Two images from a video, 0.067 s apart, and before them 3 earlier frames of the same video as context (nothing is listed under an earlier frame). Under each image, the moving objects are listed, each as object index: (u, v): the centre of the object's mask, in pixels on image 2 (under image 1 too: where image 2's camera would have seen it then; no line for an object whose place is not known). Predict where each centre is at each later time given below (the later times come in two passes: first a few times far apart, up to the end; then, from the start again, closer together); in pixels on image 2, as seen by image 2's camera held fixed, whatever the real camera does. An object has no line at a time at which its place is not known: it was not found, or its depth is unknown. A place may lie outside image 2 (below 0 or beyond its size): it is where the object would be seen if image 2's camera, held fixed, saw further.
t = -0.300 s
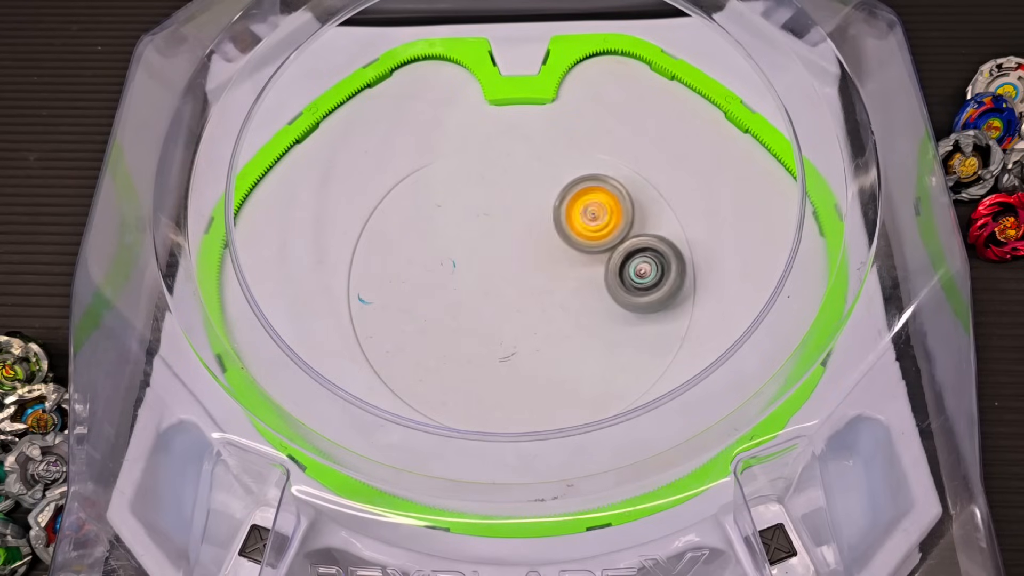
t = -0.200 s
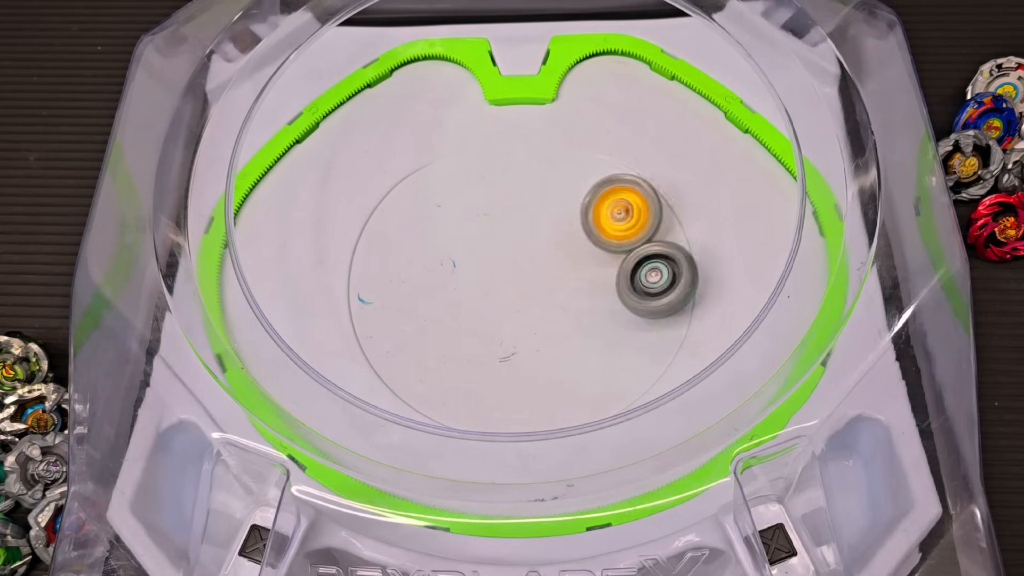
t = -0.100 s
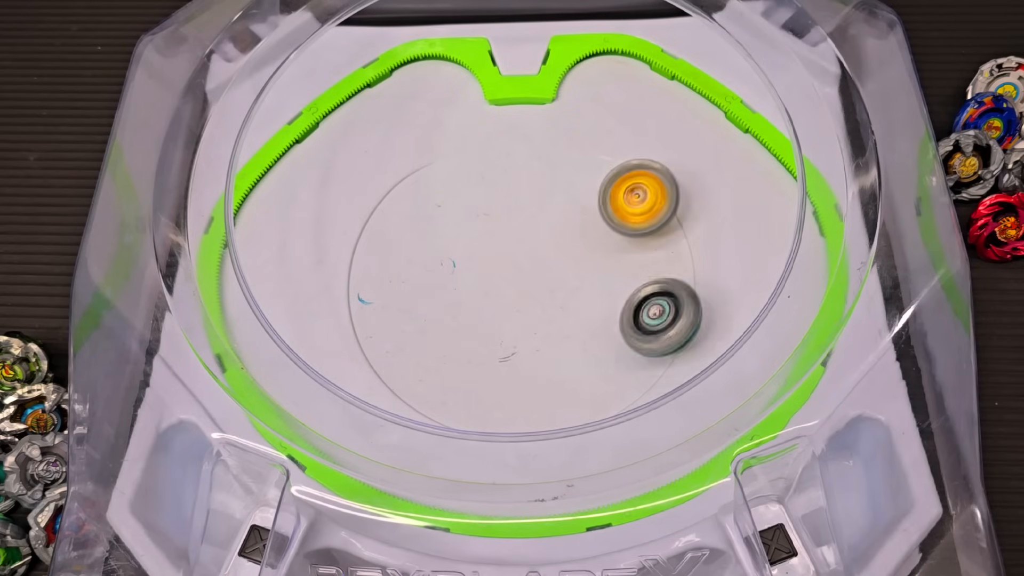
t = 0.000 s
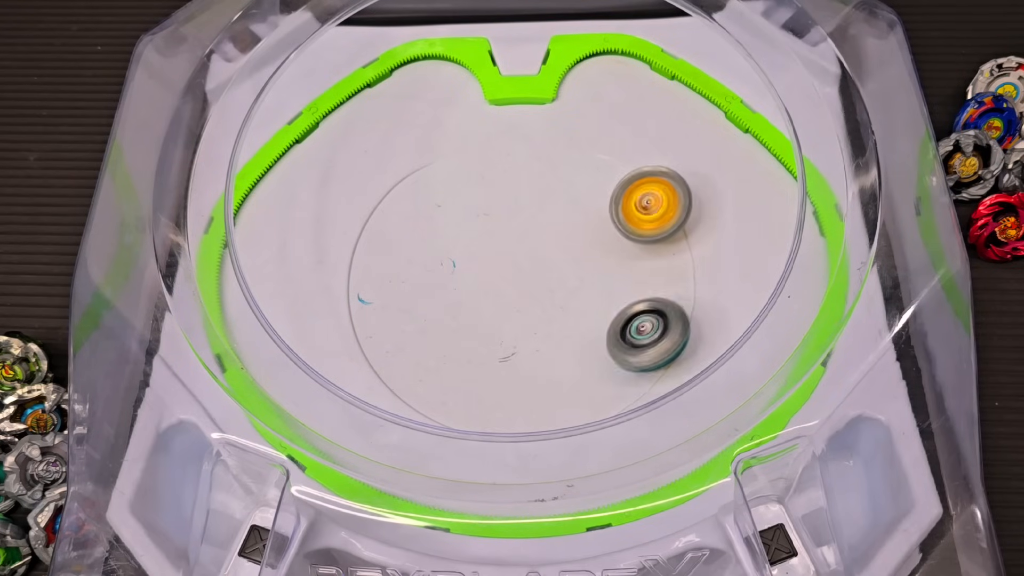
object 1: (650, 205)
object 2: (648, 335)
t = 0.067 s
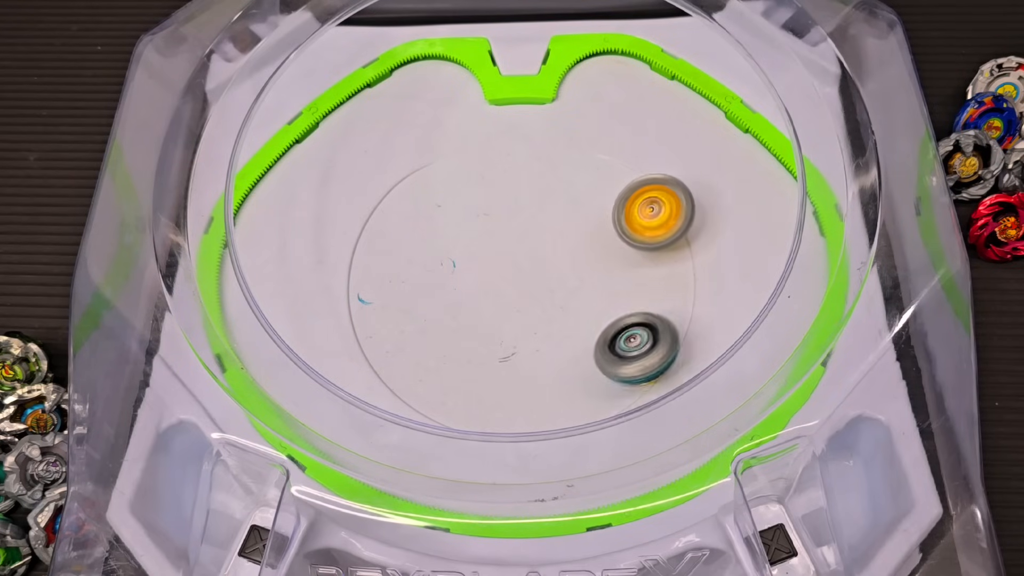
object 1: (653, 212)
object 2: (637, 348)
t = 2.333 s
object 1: (581, 260)
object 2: (421, 266)
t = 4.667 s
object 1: (427, 276)
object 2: (630, 267)
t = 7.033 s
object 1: (554, 322)
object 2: (490, 175)
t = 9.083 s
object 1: (490, 227)
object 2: (509, 345)
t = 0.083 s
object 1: (654, 215)
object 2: (634, 351)
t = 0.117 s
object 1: (653, 220)
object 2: (625, 356)
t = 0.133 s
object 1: (653, 222)
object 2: (621, 358)
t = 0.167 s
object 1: (651, 229)
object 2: (611, 361)
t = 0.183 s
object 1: (650, 231)
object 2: (606, 362)
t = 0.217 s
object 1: (647, 237)
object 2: (596, 363)
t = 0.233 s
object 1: (645, 240)
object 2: (591, 363)
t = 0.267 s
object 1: (641, 247)
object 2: (580, 362)
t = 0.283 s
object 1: (638, 250)
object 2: (575, 361)
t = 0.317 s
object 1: (632, 256)
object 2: (565, 357)
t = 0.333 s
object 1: (629, 260)
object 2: (560, 356)
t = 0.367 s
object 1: (623, 265)
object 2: (551, 351)
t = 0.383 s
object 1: (619, 269)
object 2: (546, 348)
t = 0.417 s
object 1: (611, 274)
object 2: (537, 341)
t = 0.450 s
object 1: (603, 279)
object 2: (528, 334)
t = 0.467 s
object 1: (598, 282)
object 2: (523, 329)
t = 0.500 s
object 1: (588, 286)
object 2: (516, 320)
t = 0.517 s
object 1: (585, 287)
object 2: (512, 316)
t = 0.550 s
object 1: (582, 289)
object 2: (504, 306)
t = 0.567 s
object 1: (579, 289)
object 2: (501, 301)
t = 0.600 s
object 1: (577, 290)
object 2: (494, 291)
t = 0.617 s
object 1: (575, 290)
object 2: (491, 286)
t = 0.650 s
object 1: (570, 291)
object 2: (488, 273)
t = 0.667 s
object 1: (566, 292)
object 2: (488, 269)
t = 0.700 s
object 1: (559, 293)
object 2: (487, 257)
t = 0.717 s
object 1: (556, 293)
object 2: (487, 251)
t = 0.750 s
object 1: (549, 294)
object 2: (488, 239)
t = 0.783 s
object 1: (542, 293)
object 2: (490, 229)
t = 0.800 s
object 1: (538, 293)
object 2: (491, 224)
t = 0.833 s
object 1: (530, 292)
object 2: (494, 213)
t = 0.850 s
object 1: (527, 292)
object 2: (496, 208)
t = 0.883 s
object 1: (520, 291)
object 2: (501, 199)
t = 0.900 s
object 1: (516, 290)
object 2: (503, 195)
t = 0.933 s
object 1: (510, 288)
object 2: (509, 187)
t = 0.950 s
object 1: (506, 287)
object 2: (512, 184)
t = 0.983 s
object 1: (500, 285)
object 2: (518, 178)
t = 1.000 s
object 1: (497, 284)
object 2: (522, 175)
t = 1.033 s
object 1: (491, 282)
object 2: (529, 171)
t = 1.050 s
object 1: (488, 280)
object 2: (532, 169)
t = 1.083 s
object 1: (482, 278)
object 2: (540, 166)
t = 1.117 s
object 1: (477, 274)
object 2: (548, 165)
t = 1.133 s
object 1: (475, 273)
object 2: (552, 164)
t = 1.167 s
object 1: (470, 270)
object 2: (560, 164)
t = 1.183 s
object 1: (468, 268)
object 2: (563, 164)
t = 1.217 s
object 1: (465, 265)
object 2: (571, 166)
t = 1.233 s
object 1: (463, 263)
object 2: (575, 168)
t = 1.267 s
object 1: (460, 259)
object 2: (581, 172)
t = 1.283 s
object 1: (459, 258)
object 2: (585, 174)
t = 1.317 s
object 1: (458, 255)
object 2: (590, 179)
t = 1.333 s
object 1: (457, 253)
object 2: (592, 182)
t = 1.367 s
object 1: (457, 250)
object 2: (597, 189)
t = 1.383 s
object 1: (457, 249)
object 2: (599, 193)
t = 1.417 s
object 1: (457, 246)
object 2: (601, 201)
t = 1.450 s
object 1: (458, 244)
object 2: (603, 210)
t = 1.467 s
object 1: (458, 242)
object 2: (603, 214)
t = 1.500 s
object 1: (460, 240)
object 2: (603, 223)
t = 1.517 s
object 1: (461, 238)
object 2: (603, 228)
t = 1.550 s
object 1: (464, 236)
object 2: (601, 237)
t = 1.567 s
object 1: (465, 235)
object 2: (600, 242)
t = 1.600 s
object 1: (469, 233)
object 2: (597, 252)
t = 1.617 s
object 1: (471, 233)
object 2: (595, 257)
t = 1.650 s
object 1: (476, 231)
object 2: (590, 266)
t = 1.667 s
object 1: (478, 231)
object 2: (586, 271)
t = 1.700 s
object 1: (483, 229)
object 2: (579, 280)
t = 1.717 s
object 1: (485, 229)
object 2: (576, 284)
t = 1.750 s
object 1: (491, 229)
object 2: (567, 292)
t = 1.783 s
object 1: (496, 229)
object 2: (557, 300)
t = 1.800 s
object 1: (499, 228)
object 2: (551, 303)
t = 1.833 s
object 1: (504, 228)
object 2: (540, 309)
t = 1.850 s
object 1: (507, 229)
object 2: (535, 311)
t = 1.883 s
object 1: (513, 229)
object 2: (524, 315)
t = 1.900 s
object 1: (516, 230)
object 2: (518, 317)
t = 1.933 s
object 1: (522, 231)
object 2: (506, 319)
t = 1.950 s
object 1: (525, 232)
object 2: (499, 318)
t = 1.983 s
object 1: (531, 233)
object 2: (488, 320)
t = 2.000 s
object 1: (534, 234)
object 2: (483, 318)
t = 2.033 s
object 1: (540, 236)
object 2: (472, 317)
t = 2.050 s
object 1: (542, 237)
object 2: (467, 315)
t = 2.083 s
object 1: (548, 239)
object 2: (458, 312)
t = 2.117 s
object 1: (553, 241)
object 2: (449, 308)
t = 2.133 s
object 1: (556, 243)
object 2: (446, 306)
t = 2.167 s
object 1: (561, 246)
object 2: (439, 300)
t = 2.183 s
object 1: (563, 247)
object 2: (435, 297)
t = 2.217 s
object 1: (568, 250)
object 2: (429, 291)
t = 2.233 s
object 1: (570, 251)
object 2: (428, 288)
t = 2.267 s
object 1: (574, 254)
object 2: (424, 281)
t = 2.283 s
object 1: (576, 256)
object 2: (423, 277)
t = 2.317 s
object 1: (579, 259)
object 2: (421, 269)
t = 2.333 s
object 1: (581, 260)
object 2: (421, 266)
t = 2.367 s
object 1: (584, 263)
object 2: (421, 258)
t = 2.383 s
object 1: (585, 265)
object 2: (422, 254)
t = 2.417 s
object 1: (588, 268)
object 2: (425, 247)
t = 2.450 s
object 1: (589, 271)
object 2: (428, 241)
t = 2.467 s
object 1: (589, 273)
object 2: (431, 238)
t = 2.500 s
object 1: (590, 275)
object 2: (436, 232)
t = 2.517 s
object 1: (589, 277)
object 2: (439, 229)
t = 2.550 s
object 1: (589, 279)
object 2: (446, 224)
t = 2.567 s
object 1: (588, 281)
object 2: (449, 222)
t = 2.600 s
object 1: (586, 284)
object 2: (457, 218)
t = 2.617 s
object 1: (586, 285)
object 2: (461, 216)
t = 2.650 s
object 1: (583, 287)
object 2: (471, 214)
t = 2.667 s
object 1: (581, 289)
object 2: (475, 213)
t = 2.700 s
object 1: (578, 291)
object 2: (485, 212)
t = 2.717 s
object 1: (576, 292)
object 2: (490, 212)
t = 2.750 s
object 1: (572, 294)
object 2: (500, 213)
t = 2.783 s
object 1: (568, 295)
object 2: (510, 214)
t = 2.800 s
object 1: (565, 296)
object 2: (516, 214)
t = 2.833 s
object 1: (560, 297)
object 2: (526, 218)
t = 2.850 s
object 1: (558, 297)
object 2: (531, 220)
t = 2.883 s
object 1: (552, 298)
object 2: (541, 224)
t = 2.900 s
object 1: (549, 298)
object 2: (546, 226)
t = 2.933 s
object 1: (544, 299)
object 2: (556, 230)
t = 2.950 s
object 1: (537, 305)
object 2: (563, 230)
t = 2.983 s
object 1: (523, 321)
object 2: (570, 222)
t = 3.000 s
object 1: (518, 326)
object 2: (574, 221)
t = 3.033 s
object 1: (510, 331)
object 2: (577, 220)
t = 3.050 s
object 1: (507, 332)
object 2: (579, 222)
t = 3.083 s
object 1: (501, 335)
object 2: (582, 229)
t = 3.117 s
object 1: (495, 338)
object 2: (584, 238)
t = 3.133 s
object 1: (492, 339)
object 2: (585, 242)
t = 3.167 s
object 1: (487, 340)
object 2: (585, 251)
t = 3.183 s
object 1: (484, 340)
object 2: (585, 255)
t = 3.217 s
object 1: (479, 340)
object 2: (583, 264)
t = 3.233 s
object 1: (477, 340)
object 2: (582, 268)
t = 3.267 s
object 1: (472, 339)
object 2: (579, 277)
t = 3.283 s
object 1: (470, 337)
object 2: (577, 281)
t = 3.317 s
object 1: (466, 335)
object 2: (571, 289)
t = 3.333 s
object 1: (464, 334)
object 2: (569, 292)
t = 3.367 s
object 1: (461, 331)
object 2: (562, 300)
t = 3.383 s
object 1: (459, 328)
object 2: (558, 303)
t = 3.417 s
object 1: (457, 324)
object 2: (550, 309)
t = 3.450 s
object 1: (455, 319)
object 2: (542, 314)
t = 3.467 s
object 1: (443, 314)
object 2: (548, 318)
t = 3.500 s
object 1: (418, 303)
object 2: (561, 318)
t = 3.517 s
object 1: (408, 298)
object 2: (568, 320)
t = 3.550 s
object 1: (395, 288)
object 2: (575, 319)
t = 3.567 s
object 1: (391, 285)
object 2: (577, 319)
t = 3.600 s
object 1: (388, 279)
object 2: (577, 320)
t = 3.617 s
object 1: (385, 277)
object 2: (574, 320)
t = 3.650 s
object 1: (381, 271)
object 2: (569, 317)
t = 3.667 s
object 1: (379, 267)
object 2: (566, 315)
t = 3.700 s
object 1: (378, 261)
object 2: (561, 310)
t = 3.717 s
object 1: (377, 258)
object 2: (558, 308)
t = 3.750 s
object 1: (377, 251)
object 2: (554, 302)
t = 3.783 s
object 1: (378, 245)
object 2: (550, 296)
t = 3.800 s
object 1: (380, 242)
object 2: (548, 292)
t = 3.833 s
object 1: (383, 236)
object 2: (544, 285)
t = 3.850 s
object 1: (385, 233)
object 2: (543, 283)
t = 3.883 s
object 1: (390, 228)
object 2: (540, 275)
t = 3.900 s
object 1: (393, 226)
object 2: (539, 272)
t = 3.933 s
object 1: (399, 223)
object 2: (538, 265)
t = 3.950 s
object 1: (403, 221)
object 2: (537, 261)
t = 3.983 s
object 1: (410, 218)
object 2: (537, 254)
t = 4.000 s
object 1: (414, 217)
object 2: (536, 250)
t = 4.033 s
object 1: (422, 215)
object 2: (536, 244)
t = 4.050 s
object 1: (427, 214)
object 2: (537, 240)
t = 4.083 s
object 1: (436, 214)
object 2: (537, 233)
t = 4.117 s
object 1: (446, 214)
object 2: (539, 227)
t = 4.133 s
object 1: (451, 214)
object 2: (540, 224)
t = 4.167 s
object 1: (461, 215)
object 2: (543, 219)
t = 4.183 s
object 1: (453, 212)
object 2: (557, 217)
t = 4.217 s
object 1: (423, 204)
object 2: (595, 218)
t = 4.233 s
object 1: (413, 203)
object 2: (609, 217)
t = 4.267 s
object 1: (398, 199)
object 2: (634, 219)
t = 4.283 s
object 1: (395, 198)
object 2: (641, 219)
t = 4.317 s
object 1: (394, 198)
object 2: (652, 219)
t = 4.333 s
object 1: (395, 200)
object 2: (656, 218)
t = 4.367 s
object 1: (398, 207)
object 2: (664, 215)
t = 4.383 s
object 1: (399, 210)
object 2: (667, 217)
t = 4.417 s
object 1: (400, 218)
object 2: (662, 221)
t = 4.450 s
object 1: (403, 225)
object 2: (656, 226)
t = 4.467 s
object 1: (404, 229)
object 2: (653, 228)
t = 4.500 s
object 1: (407, 237)
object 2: (647, 233)
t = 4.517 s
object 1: (409, 241)
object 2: (644, 235)
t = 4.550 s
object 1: (413, 248)
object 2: (640, 240)
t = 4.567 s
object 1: (415, 253)
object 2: (638, 242)
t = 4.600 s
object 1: (419, 261)
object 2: (635, 249)
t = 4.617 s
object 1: (421, 265)
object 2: (635, 252)
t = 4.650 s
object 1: (425, 272)
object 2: (632, 262)
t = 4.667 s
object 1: (427, 276)
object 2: (630, 267)
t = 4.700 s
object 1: (432, 284)
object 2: (624, 276)
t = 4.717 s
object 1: (434, 288)
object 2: (620, 279)
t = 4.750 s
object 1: (438, 296)
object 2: (612, 287)
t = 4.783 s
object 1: (443, 304)
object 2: (603, 293)
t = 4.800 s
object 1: (446, 307)
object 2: (597, 296)
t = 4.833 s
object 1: (451, 314)
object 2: (586, 300)
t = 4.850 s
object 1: (453, 318)
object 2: (581, 301)
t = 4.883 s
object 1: (458, 326)
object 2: (569, 304)
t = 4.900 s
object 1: (460, 328)
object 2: (563, 305)
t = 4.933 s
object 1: (465, 335)
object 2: (551, 305)
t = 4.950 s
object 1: (468, 338)
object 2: (546, 304)
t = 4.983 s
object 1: (473, 345)
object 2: (534, 302)
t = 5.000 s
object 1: (475, 347)
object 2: (530, 300)
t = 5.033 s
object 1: (480, 353)
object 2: (519, 296)
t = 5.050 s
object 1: (483, 356)
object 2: (514, 293)
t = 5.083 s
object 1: (489, 361)
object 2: (504, 287)
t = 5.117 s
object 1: (495, 365)
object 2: (496, 281)
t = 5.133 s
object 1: (497, 367)
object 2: (493, 277)
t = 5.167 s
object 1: (502, 370)
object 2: (487, 268)
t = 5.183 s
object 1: (506, 372)
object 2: (485, 264)
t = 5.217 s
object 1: (511, 374)
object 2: (482, 254)
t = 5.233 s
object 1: (514, 375)
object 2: (480, 249)
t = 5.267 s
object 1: (519, 376)
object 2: (479, 240)
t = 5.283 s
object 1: (522, 376)
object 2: (479, 235)
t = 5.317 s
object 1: (527, 375)
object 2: (479, 225)
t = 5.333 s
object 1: (529, 375)
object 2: (480, 221)
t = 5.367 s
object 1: (534, 373)
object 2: (483, 212)
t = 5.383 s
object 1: (536, 372)
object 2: (484, 208)
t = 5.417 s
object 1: (541, 369)
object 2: (490, 200)
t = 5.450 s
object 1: (546, 365)
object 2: (496, 193)
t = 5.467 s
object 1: (548, 363)
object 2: (499, 190)
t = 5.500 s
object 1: (552, 358)
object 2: (506, 185)
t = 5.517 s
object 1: (554, 356)
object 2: (511, 182)
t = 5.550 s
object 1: (558, 351)
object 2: (519, 179)
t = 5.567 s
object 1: (560, 347)
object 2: (524, 178)
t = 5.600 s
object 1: (564, 341)
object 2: (533, 177)
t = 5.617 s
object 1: (566, 338)
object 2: (537, 177)
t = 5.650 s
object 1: (569, 332)
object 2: (545, 177)
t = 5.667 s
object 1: (571, 328)
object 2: (550, 178)
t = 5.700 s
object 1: (574, 321)
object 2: (558, 181)
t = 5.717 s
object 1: (576, 317)
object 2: (562, 183)
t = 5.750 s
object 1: (578, 311)
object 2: (569, 188)
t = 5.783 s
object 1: (581, 303)
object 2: (576, 195)
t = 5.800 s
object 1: (583, 300)
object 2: (578, 198)
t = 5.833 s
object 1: (585, 293)
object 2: (582, 206)
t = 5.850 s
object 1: (587, 289)
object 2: (584, 211)
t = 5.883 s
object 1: (589, 285)
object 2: (587, 215)
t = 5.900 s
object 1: (588, 288)
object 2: (587, 216)
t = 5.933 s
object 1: (586, 290)
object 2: (589, 218)
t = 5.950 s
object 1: (585, 291)
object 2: (590, 220)
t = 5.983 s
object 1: (582, 297)
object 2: (590, 222)
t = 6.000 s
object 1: (581, 299)
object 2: (589, 225)
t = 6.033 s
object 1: (581, 301)
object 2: (586, 228)
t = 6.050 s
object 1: (581, 303)
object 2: (585, 229)
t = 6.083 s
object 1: (581, 305)
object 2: (580, 234)
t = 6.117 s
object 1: (582, 310)
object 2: (573, 237)
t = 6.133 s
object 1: (580, 312)
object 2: (570, 237)
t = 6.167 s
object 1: (580, 314)
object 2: (565, 239)
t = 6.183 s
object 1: (580, 314)
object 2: (561, 240)
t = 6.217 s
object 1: (578, 317)
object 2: (553, 241)
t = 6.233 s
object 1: (576, 318)
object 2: (548, 241)
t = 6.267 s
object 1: (574, 320)
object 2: (541, 241)
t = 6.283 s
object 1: (572, 320)
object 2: (538, 241)
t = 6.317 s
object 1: (569, 321)
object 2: (530, 240)
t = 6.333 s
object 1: (567, 321)
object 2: (527, 239)
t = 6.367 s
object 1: (563, 320)
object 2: (519, 237)
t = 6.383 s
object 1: (561, 320)
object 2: (516, 236)
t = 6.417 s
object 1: (556, 319)
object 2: (510, 234)
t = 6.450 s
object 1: (552, 317)
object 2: (504, 231)
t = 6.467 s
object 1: (550, 315)
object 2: (501, 229)
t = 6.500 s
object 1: (545, 313)
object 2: (496, 226)
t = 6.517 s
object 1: (543, 311)
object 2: (494, 224)
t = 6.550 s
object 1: (538, 307)
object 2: (490, 221)
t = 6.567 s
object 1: (537, 305)
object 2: (488, 219)
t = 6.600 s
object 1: (533, 300)
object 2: (485, 216)
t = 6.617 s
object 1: (531, 298)
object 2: (484, 214)
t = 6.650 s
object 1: (528, 292)
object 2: (483, 211)
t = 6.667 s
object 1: (527, 290)
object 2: (483, 210)
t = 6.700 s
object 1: (524, 284)
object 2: (482, 208)
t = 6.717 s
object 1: (523, 281)
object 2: (482, 207)
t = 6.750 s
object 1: (522, 276)
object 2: (483, 206)
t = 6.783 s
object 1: (520, 270)
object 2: (483, 204)
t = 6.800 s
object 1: (520, 268)
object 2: (484, 203)
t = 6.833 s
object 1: (528, 287)
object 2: (481, 186)
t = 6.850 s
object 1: (529, 296)
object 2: (480, 180)
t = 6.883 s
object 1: (532, 312)
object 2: (480, 172)
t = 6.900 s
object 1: (533, 316)
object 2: (482, 171)
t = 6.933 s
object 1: (536, 320)
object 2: (486, 172)
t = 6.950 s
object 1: (538, 320)
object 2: (486, 172)
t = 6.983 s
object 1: (544, 319)
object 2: (486, 173)
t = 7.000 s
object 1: (548, 319)
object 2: (487, 173)
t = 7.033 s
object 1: (554, 322)
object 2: (490, 175)
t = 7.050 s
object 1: (556, 321)
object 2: (491, 176)
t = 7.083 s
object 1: (561, 322)
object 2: (494, 180)
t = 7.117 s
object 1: (566, 323)
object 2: (496, 185)
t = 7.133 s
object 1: (569, 323)
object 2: (497, 187)
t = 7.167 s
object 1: (572, 322)
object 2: (499, 192)
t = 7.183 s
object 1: (574, 322)
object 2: (499, 196)
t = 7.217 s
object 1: (577, 322)
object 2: (500, 202)
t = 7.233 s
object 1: (578, 321)
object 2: (500, 206)
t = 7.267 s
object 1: (581, 321)
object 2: (500, 214)
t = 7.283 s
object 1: (582, 320)
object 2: (500, 217)
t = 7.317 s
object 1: (583, 318)
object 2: (499, 225)
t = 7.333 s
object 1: (584, 317)
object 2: (498, 229)
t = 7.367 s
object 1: (585, 315)
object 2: (495, 237)
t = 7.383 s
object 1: (586, 314)
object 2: (494, 241)
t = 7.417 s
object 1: (586, 311)
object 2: (491, 248)
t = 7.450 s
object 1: (586, 308)
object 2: (486, 255)
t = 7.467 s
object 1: (586, 307)
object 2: (484, 258)
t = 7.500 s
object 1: (585, 303)
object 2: (479, 265)
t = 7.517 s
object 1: (584, 302)
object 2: (476, 267)
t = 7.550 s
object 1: (583, 298)
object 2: (470, 272)
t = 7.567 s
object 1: (582, 295)
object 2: (467, 275)
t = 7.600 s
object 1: (581, 291)
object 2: (461, 279)
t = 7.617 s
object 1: (581, 289)
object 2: (457, 280)
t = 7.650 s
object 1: (579, 284)
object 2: (452, 283)
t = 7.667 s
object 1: (578, 282)
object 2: (448, 283)
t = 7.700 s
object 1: (577, 277)
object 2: (443, 285)
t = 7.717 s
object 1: (576, 274)
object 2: (440, 285)
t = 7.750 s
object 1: (574, 269)
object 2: (435, 285)
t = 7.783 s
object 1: (573, 263)
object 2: (431, 284)
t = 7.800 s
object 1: (572, 261)
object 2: (429, 283)
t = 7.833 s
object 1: (570, 256)
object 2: (427, 282)
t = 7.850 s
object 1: (569, 253)
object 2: (426, 281)
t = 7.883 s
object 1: (568, 248)
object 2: (425, 280)
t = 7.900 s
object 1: (567, 245)
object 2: (425, 279)
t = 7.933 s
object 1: (566, 240)
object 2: (425, 277)
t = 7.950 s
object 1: (565, 238)
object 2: (426, 276)
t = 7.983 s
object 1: (564, 233)
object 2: (428, 274)
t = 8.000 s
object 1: (564, 231)
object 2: (430, 273)
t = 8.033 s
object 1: (562, 227)
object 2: (434, 271)
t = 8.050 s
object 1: (562, 224)
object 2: (436, 271)
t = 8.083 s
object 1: (560, 220)
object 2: (441, 270)
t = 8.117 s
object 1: (559, 217)
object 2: (447, 269)
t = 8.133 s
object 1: (559, 215)
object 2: (451, 269)
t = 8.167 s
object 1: (558, 212)
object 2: (457, 269)
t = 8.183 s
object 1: (557, 211)
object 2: (461, 270)
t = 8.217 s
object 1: (556, 209)
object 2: (468, 272)
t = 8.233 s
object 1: (556, 208)
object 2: (471, 272)
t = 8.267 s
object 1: (554, 206)
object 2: (478, 275)
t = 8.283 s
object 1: (554, 206)
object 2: (482, 276)
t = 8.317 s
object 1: (552, 204)
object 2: (490, 280)
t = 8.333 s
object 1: (551, 204)
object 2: (493, 282)
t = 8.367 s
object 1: (550, 204)
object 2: (500, 286)
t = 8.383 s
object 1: (549, 204)
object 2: (504, 289)
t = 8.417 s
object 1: (547, 206)
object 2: (509, 294)
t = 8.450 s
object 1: (545, 207)
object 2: (515, 300)
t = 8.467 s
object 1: (544, 208)
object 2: (517, 302)
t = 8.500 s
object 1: (542, 209)
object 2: (521, 308)
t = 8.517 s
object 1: (542, 209)
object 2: (523, 310)
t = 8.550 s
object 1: (539, 212)
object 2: (526, 316)
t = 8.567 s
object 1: (539, 213)
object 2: (527, 319)
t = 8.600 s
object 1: (536, 216)
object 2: (529, 323)
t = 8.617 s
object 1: (535, 217)
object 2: (529, 326)
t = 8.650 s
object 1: (532, 220)
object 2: (530, 330)
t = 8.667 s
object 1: (530, 222)
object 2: (529, 333)
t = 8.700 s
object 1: (527, 226)
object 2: (528, 337)
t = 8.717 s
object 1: (526, 227)
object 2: (528, 338)
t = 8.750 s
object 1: (522, 231)
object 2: (526, 341)
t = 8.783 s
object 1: (519, 235)
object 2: (524, 342)
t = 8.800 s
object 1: (518, 236)
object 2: (523, 343)
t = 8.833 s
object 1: (514, 239)
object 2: (521, 343)
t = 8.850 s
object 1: (512, 241)
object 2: (519, 343)
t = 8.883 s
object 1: (509, 244)
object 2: (517, 342)
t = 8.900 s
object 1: (507, 246)
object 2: (516, 341)
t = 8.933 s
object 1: (503, 249)
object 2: (514, 339)
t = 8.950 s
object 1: (501, 251)
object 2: (513, 338)
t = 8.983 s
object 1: (498, 253)
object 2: (511, 334)
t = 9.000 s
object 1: (496, 255)
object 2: (511, 332)
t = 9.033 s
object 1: (493, 256)
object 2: (510, 330)
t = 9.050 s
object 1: (492, 244)
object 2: (511, 336)
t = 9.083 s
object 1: (490, 227)
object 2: (509, 345)
